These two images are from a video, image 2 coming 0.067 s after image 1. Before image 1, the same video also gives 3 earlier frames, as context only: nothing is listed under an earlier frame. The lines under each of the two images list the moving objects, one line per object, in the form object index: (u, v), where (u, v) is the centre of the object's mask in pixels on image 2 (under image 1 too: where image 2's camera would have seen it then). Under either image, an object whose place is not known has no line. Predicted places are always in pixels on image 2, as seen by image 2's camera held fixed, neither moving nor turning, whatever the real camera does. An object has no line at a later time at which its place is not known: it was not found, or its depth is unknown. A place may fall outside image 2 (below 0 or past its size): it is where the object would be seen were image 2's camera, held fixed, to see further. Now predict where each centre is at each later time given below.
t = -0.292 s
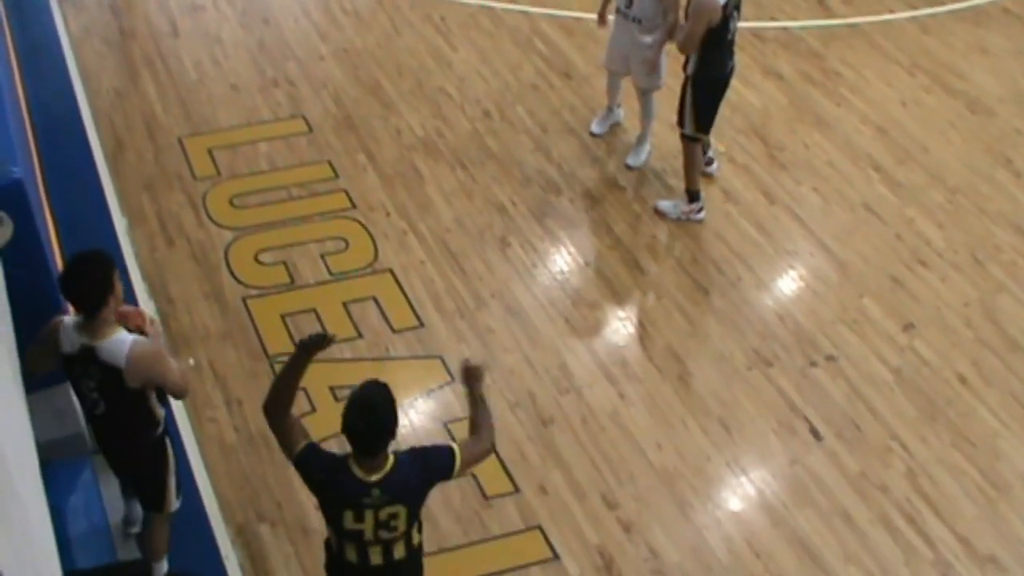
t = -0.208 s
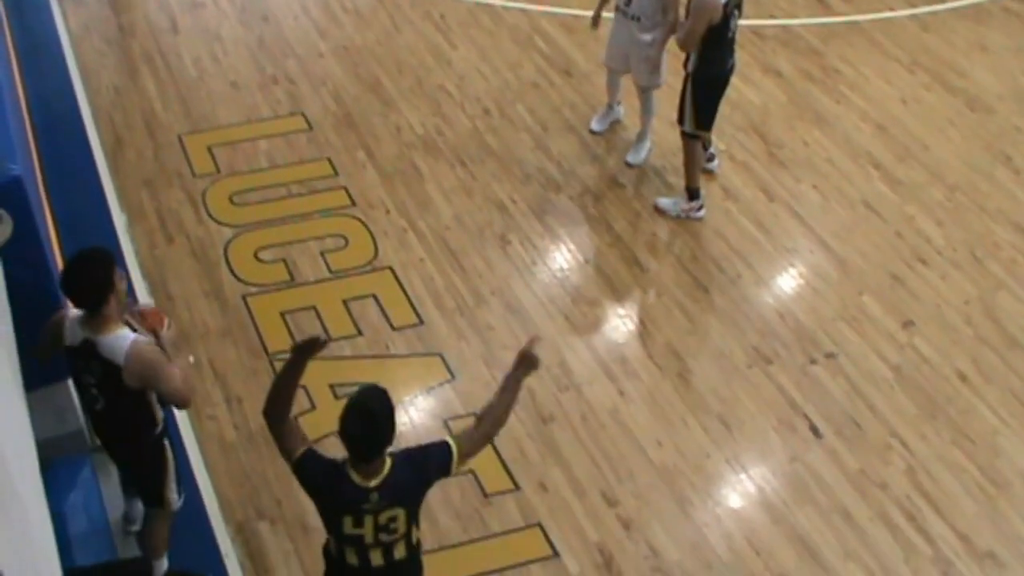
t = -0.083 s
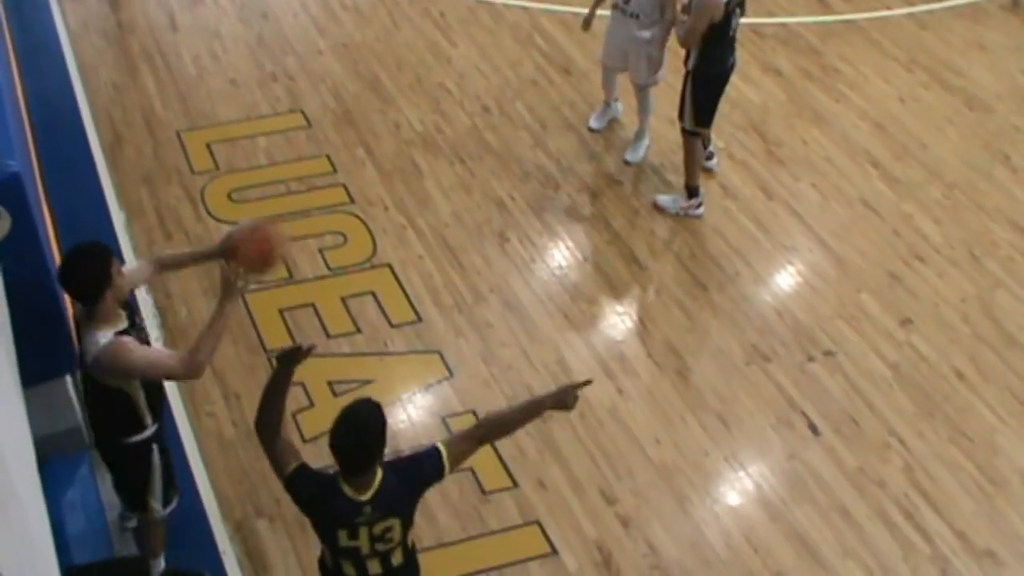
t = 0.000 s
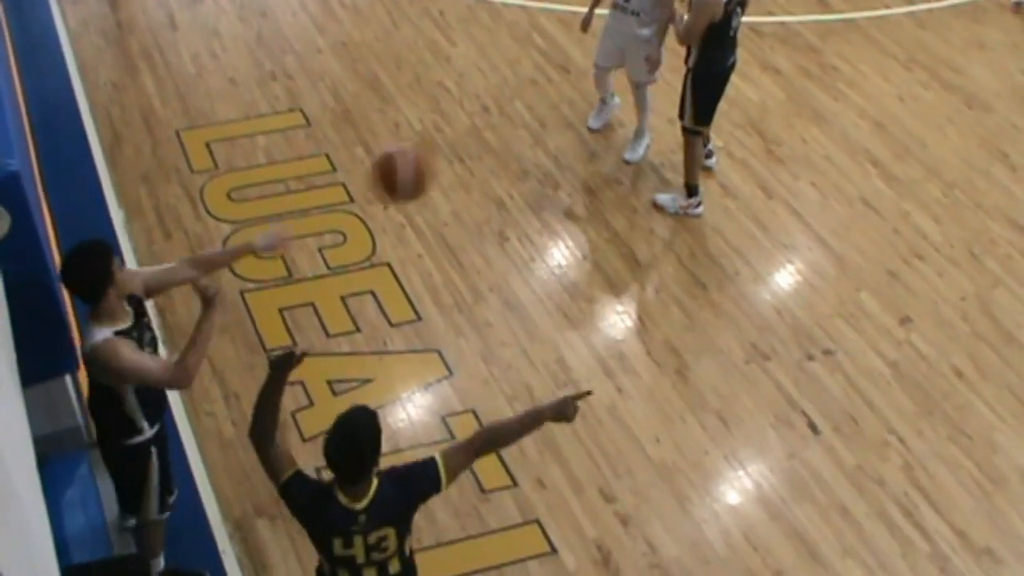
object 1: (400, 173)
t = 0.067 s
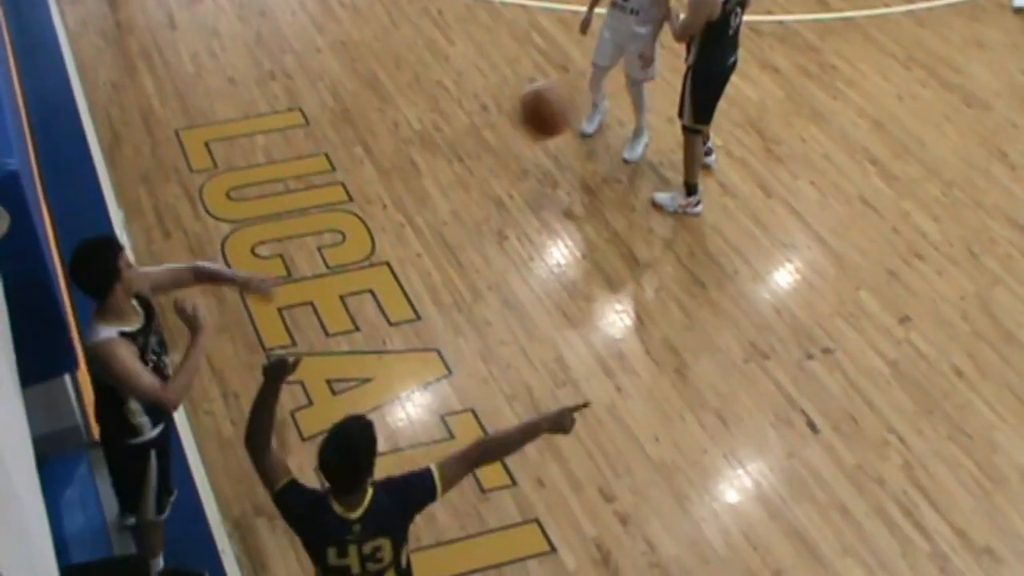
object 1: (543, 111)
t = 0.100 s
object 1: (615, 81)
